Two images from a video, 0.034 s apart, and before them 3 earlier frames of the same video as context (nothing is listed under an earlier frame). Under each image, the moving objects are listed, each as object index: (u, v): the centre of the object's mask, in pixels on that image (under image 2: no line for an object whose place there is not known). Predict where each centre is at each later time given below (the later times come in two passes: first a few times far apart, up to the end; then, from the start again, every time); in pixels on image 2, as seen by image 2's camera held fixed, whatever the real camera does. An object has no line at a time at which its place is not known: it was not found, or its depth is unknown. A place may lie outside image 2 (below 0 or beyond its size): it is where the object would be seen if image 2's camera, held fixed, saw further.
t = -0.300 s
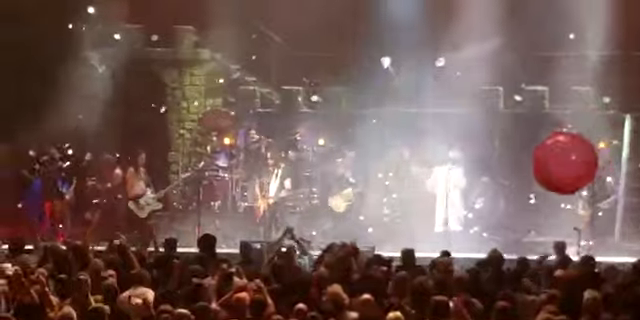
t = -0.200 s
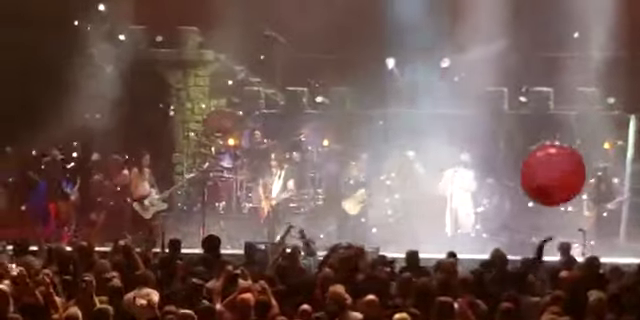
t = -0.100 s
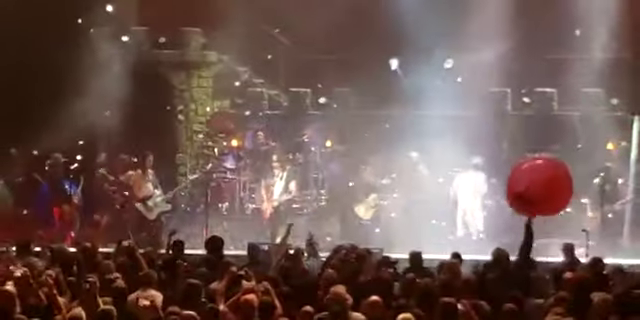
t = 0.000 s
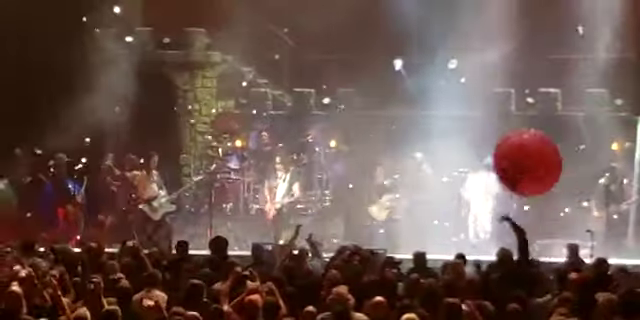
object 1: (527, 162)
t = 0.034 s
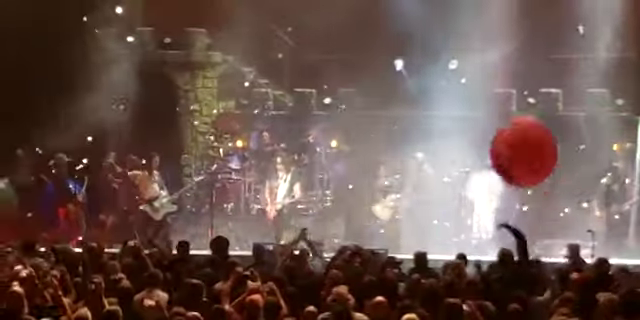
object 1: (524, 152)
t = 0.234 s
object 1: (498, 88)
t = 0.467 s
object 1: (483, 35)
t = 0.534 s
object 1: (480, 29)
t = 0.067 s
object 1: (518, 140)
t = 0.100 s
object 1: (514, 129)
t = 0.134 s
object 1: (509, 119)
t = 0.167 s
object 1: (505, 108)
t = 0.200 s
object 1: (502, 98)
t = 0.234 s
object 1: (498, 88)
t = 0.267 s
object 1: (495, 80)
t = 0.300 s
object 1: (492, 70)
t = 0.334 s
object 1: (490, 62)
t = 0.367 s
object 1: (488, 54)
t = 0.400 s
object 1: (487, 46)
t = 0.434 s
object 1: (485, 39)
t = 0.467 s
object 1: (483, 35)
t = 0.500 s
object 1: (481, 32)
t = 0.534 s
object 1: (480, 29)
